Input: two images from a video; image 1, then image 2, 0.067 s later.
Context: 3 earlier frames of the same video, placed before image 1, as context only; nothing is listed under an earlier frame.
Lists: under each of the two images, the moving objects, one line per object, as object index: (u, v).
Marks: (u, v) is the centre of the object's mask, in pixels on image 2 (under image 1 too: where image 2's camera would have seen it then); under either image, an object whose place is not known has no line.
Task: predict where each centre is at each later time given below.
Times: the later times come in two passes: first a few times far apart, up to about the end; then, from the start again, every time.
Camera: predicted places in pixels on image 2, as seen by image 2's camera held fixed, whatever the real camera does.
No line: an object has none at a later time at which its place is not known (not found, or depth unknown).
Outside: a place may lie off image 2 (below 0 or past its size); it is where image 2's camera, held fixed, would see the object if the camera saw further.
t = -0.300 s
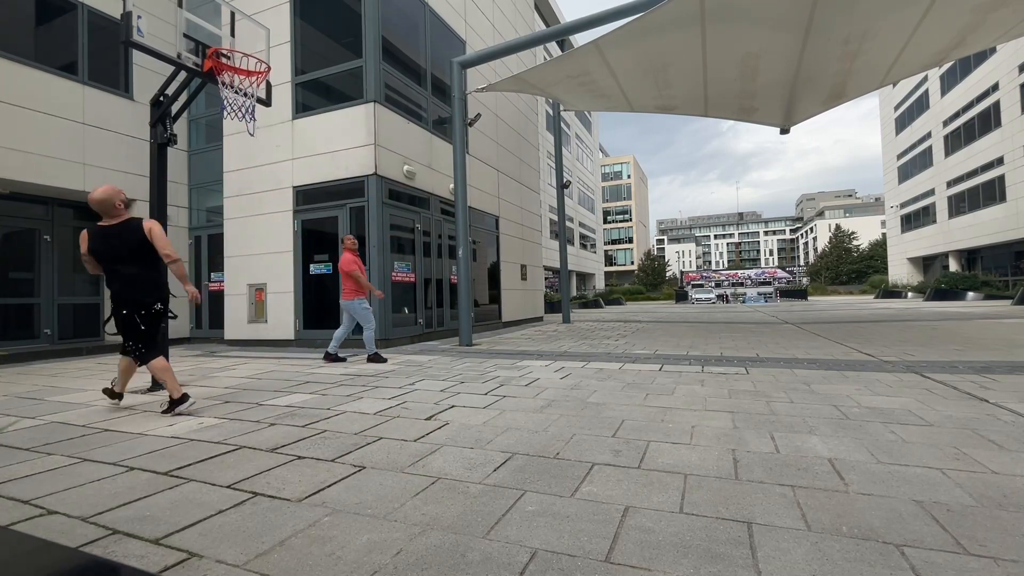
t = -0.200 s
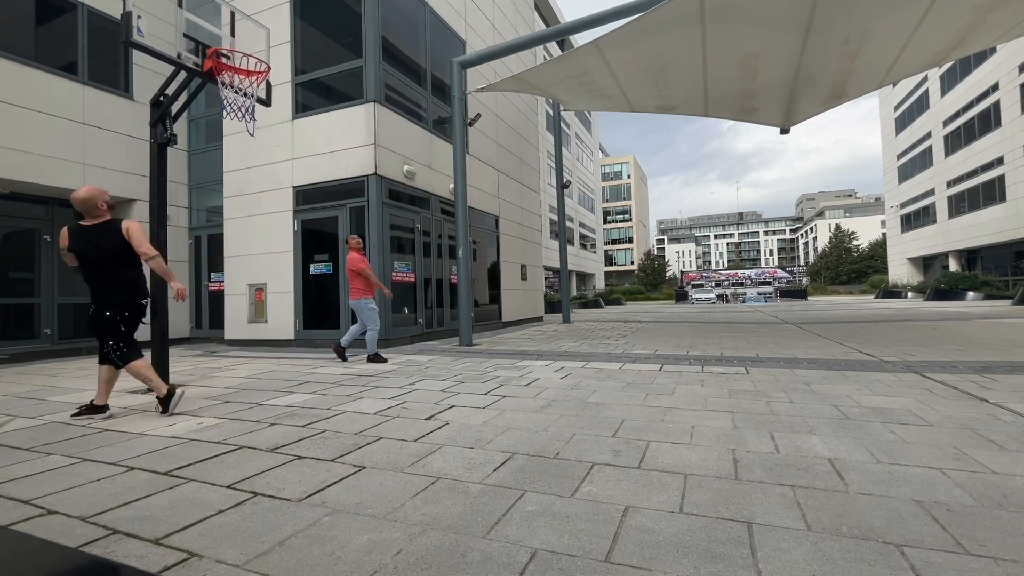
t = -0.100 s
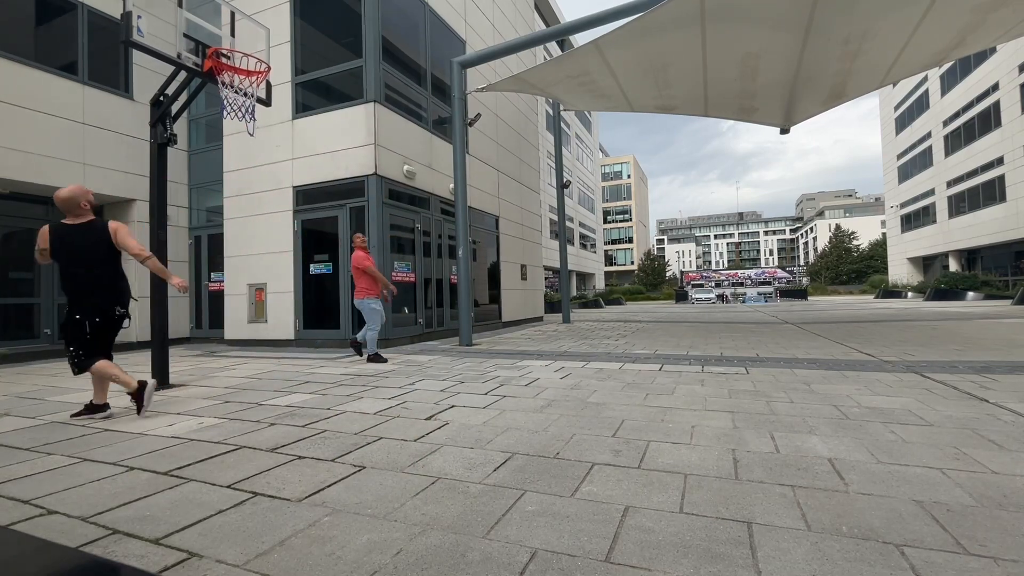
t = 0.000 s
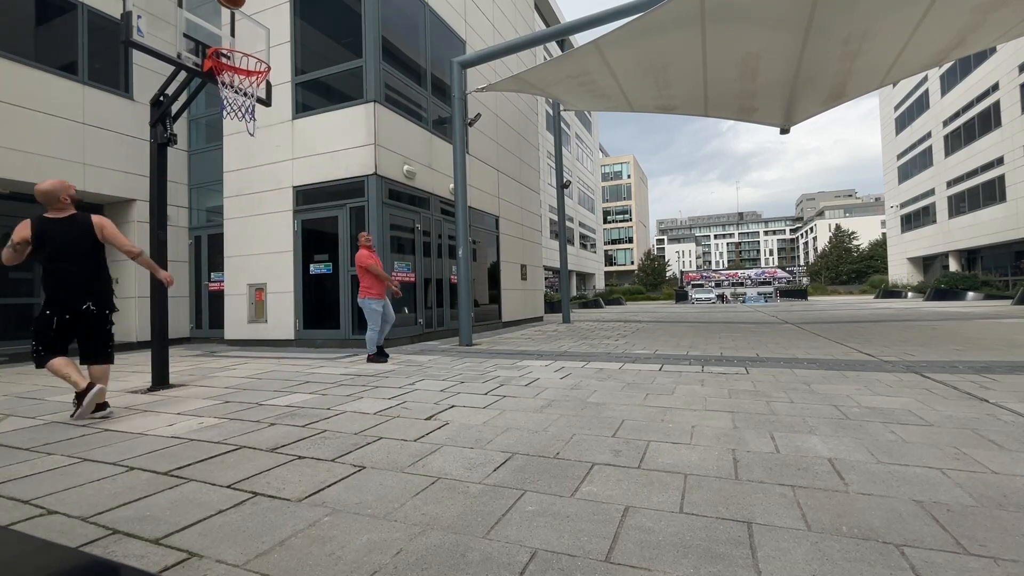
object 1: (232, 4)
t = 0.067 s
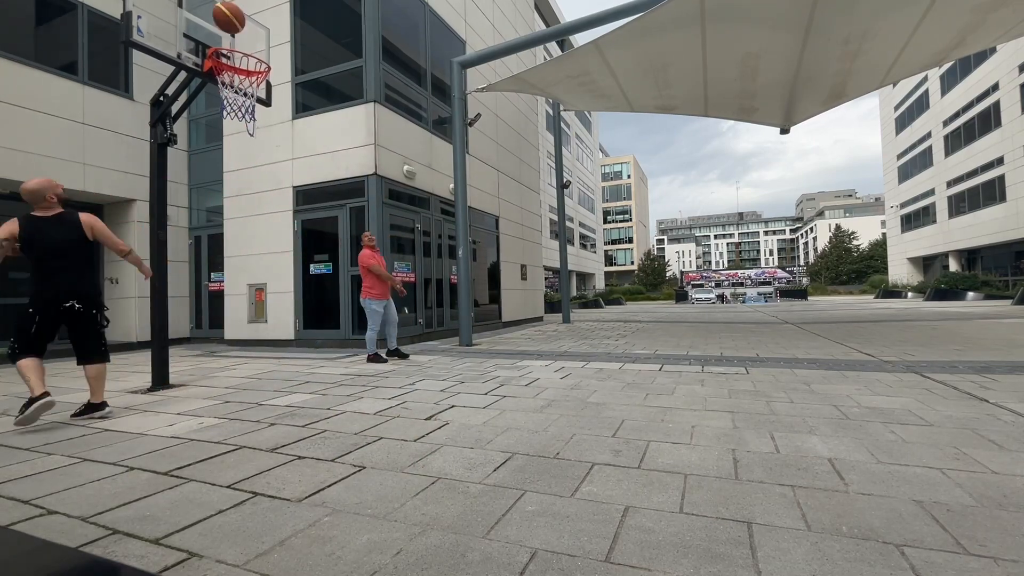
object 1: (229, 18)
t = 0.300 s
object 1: (254, 102)
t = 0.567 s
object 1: (258, 139)
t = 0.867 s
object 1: (263, 265)
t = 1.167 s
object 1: (253, 303)
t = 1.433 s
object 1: (226, 201)
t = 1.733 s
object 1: (194, 174)
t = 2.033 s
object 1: (161, 256)
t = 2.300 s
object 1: (130, 373)
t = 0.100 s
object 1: (228, 32)
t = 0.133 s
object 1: (229, 46)
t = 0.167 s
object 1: (233, 58)
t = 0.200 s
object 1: (240, 69)
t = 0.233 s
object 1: (246, 84)
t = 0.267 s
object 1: (251, 94)
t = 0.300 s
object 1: (254, 102)
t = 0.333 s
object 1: (256, 105)
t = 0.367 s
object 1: (257, 108)
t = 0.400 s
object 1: (256, 109)
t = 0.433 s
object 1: (257, 112)
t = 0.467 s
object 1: (257, 117)
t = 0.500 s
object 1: (257, 124)
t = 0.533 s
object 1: (258, 131)
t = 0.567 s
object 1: (258, 139)
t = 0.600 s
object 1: (258, 148)
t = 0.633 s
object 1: (259, 159)
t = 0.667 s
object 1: (259, 170)
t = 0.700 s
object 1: (260, 183)
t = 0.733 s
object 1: (260, 197)
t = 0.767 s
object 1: (261, 212)
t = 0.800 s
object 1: (261, 229)
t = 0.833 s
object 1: (262, 246)
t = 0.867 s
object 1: (263, 265)
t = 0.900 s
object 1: (263, 285)
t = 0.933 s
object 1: (264, 306)
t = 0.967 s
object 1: (265, 328)
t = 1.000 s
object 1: (266, 351)
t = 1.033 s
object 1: (267, 376)
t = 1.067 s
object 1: (264, 360)
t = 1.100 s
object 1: (260, 340)
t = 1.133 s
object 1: (257, 322)
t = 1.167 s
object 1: (253, 303)
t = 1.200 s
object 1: (250, 287)
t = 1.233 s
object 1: (246, 271)
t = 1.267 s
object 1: (243, 257)
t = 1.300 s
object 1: (240, 243)
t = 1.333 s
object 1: (236, 231)
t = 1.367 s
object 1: (233, 219)
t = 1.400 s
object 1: (230, 210)
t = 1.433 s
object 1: (226, 201)
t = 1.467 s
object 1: (222, 193)
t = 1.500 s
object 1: (219, 186)
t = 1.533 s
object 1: (215, 181)
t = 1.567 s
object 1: (212, 177)
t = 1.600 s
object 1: (208, 173)
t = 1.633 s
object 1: (205, 171)
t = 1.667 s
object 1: (201, 171)
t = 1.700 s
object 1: (198, 172)
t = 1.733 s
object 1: (194, 174)
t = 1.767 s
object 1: (190, 177)
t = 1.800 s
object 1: (187, 182)
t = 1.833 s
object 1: (183, 188)
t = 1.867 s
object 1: (179, 196)
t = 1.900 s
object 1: (175, 205)
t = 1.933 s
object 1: (171, 215)
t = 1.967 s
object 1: (168, 228)
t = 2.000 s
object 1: (164, 241)
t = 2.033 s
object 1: (161, 256)
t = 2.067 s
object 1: (157, 273)
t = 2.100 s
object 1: (153, 292)
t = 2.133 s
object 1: (149, 312)
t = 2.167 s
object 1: (145, 334)
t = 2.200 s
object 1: (141, 358)
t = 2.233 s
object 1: (137, 384)
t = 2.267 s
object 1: (134, 394)
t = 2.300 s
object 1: (130, 373)
